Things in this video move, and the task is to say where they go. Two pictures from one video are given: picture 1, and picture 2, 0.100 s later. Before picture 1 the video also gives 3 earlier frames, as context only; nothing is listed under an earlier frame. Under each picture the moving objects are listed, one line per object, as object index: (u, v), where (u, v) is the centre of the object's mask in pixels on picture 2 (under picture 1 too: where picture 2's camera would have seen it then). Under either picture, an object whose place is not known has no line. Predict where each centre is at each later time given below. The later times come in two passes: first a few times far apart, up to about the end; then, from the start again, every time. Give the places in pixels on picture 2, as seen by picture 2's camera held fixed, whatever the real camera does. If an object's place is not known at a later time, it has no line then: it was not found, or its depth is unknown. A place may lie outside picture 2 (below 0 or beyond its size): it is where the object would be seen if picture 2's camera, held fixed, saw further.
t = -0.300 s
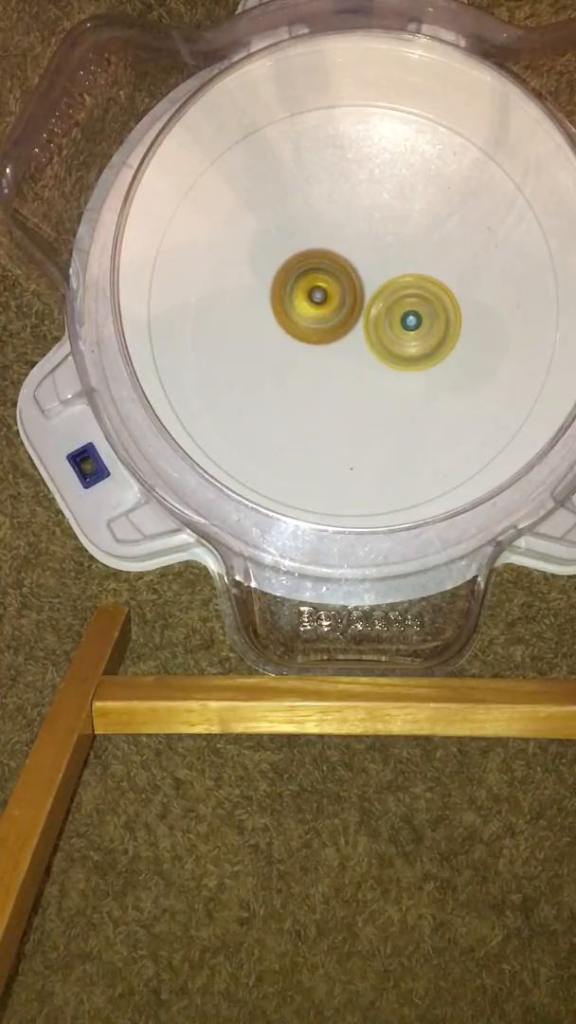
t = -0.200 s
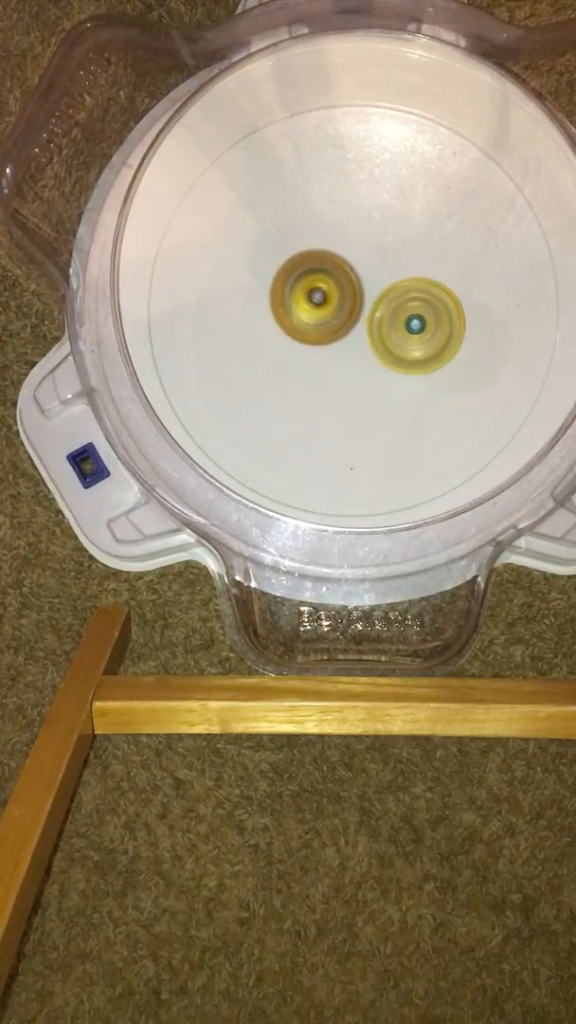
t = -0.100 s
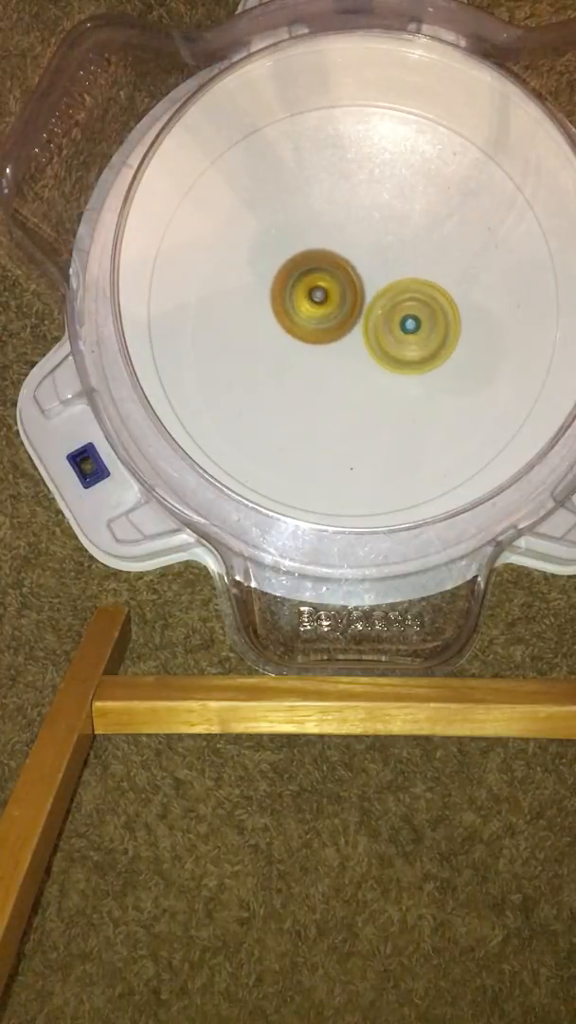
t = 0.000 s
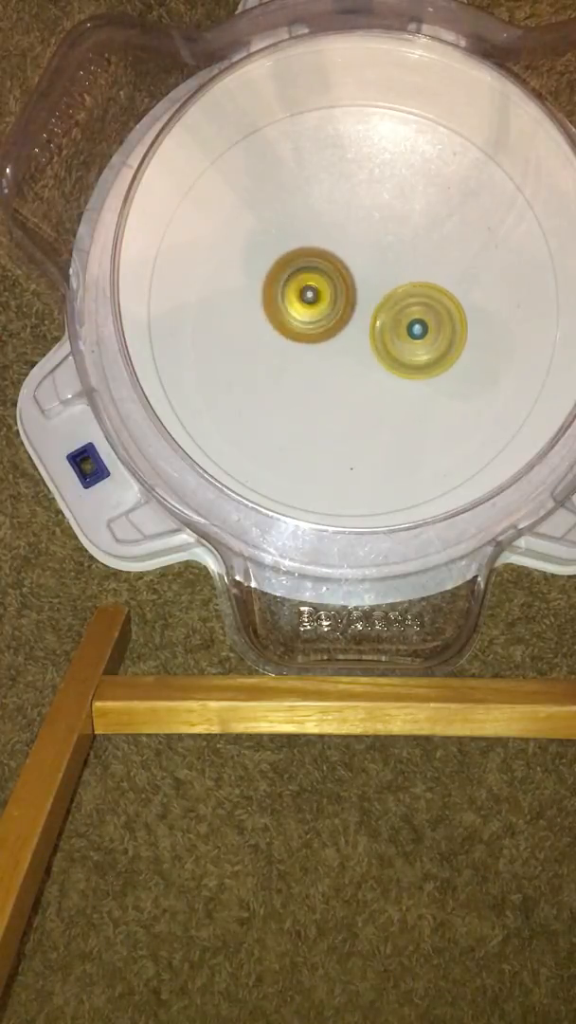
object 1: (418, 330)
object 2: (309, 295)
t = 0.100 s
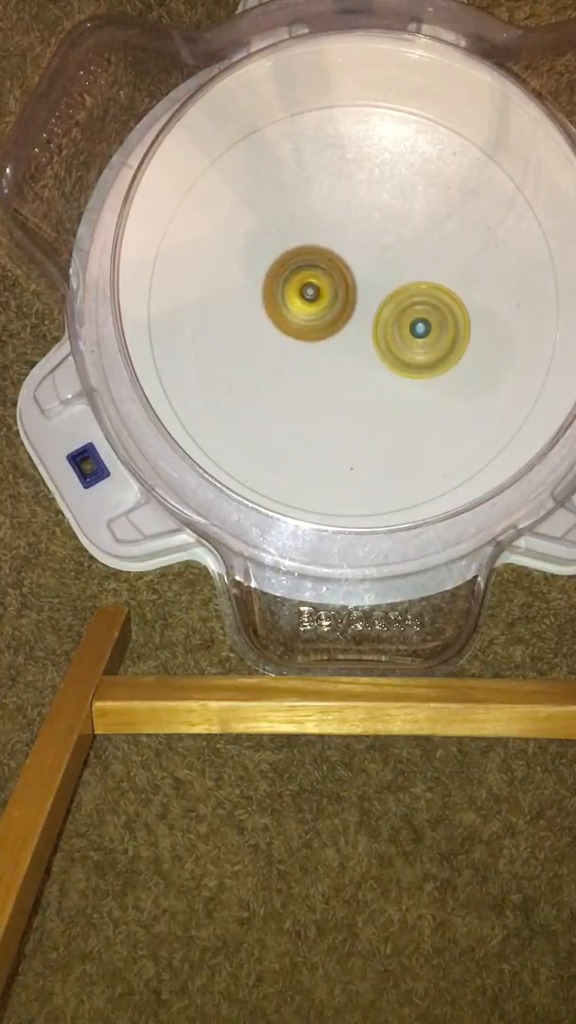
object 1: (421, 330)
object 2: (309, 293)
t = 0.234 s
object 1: (411, 326)
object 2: (312, 292)
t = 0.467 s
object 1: (411, 329)
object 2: (302, 286)
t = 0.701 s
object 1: (394, 326)
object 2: (300, 283)
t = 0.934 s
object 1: (388, 328)
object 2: (303, 279)
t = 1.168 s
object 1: (391, 328)
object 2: (308, 276)
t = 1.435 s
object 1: (395, 327)
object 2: (311, 271)
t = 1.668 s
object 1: (396, 327)
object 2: (317, 267)
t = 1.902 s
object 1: (401, 334)
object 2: (320, 263)
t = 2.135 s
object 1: (393, 334)
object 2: (323, 263)
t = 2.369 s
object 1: (384, 342)
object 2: (328, 261)
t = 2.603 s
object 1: (384, 355)
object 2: (329, 259)
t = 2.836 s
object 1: (378, 352)
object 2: (336, 261)
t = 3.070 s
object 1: (374, 353)
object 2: (341, 258)
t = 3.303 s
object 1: (366, 354)
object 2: (342, 254)
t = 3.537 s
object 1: (360, 353)
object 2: (345, 254)
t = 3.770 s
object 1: (356, 356)
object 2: (347, 253)
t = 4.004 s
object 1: (356, 364)
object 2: (349, 248)
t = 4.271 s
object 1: (362, 363)
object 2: (355, 253)
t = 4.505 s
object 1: (359, 350)
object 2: (354, 249)
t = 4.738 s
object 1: (354, 365)
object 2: (355, 243)
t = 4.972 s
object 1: (359, 373)
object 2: (359, 249)
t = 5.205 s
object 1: (356, 348)
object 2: (367, 254)
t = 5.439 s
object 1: (342, 344)
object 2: (375, 254)
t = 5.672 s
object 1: (320, 376)
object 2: (383, 240)
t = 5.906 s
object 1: (328, 361)
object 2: (385, 250)
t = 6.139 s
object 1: (331, 342)
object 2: (383, 262)
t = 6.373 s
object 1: (334, 335)
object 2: (400, 246)
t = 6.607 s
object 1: (325, 340)
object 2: (406, 248)
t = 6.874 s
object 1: (315, 349)
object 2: (383, 270)
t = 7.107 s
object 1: (305, 352)
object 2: (383, 280)
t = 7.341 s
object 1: (307, 338)
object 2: (389, 298)
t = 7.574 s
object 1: (302, 328)
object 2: (399, 299)
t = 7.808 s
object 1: (312, 312)
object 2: (411, 299)
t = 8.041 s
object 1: (320, 292)
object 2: (417, 308)
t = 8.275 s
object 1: (324, 276)
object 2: (398, 335)
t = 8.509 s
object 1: (333, 272)
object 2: (376, 354)
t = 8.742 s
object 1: (348, 277)
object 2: (370, 375)
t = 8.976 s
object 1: (353, 268)
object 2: (368, 370)
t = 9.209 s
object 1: (350, 271)
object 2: (365, 368)
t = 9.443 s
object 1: (349, 275)
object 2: (360, 370)
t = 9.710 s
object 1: (343, 279)
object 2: (359, 363)
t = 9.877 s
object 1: (338, 279)
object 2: (362, 361)
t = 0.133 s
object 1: (420, 329)
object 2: (310, 292)
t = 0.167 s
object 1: (417, 328)
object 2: (310, 292)
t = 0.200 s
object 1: (414, 327)
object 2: (311, 292)
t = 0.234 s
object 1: (411, 326)
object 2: (312, 292)
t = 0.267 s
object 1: (406, 325)
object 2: (314, 292)
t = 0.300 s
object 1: (405, 327)
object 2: (310, 291)
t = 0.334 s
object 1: (409, 329)
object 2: (303, 289)
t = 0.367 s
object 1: (411, 329)
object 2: (302, 289)
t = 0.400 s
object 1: (412, 329)
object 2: (302, 288)
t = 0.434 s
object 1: (412, 330)
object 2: (302, 287)
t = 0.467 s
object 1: (411, 329)
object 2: (302, 286)
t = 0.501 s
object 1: (409, 329)
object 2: (302, 286)
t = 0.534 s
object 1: (407, 328)
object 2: (302, 285)
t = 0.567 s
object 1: (405, 327)
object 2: (303, 285)
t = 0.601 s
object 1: (401, 325)
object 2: (304, 284)
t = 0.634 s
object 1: (396, 324)
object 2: (306, 284)
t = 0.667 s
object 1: (394, 325)
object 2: (305, 284)
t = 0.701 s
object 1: (394, 326)
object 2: (300, 283)
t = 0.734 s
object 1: (395, 327)
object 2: (300, 283)
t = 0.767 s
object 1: (395, 327)
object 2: (301, 282)
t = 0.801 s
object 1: (394, 327)
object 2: (301, 280)
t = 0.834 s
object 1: (394, 327)
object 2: (301, 280)
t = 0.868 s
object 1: (392, 327)
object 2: (303, 280)
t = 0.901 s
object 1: (389, 327)
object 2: (304, 279)
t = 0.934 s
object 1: (388, 328)
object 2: (303, 279)
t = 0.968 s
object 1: (388, 328)
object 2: (303, 279)
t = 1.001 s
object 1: (388, 329)
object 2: (304, 278)
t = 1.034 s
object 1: (388, 329)
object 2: (305, 277)
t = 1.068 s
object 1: (388, 329)
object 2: (305, 277)
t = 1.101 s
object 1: (389, 329)
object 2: (307, 277)
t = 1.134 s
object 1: (390, 329)
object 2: (306, 276)
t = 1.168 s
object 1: (391, 328)
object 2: (308, 276)
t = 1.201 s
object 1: (392, 328)
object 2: (308, 275)
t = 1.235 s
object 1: (393, 329)
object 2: (307, 275)
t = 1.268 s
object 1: (395, 329)
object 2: (309, 275)
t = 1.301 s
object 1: (396, 329)
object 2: (310, 274)
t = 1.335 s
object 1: (396, 328)
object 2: (311, 273)
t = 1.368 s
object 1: (395, 327)
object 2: (313, 274)
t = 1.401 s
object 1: (395, 326)
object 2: (313, 273)
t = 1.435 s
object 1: (395, 327)
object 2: (311, 271)
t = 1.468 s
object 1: (396, 327)
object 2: (312, 271)
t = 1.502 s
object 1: (395, 327)
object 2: (314, 270)
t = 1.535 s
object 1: (396, 326)
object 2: (315, 269)
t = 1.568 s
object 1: (394, 325)
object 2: (316, 269)
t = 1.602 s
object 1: (395, 327)
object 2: (315, 268)
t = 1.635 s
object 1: (396, 327)
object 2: (316, 268)
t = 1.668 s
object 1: (396, 327)
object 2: (317, 267)
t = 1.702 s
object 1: (396, 327)
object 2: (318, 266)
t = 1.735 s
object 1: (396, 327)
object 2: (319, 266)
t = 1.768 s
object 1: (395, 327)
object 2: (320, 266)
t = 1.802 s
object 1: (398, 330)
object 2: (317, 264)
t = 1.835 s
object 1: (400, 331)
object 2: (317, 265)
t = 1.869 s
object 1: (400, 332)
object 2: (319, 264)
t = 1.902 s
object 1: (401, 334)
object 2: (320, 263)
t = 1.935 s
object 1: (401, 334)
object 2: (320, 263)
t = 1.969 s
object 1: (400, 333)
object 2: (321, 263)
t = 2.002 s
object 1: (398, 334)
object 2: (323, 263)
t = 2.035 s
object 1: (396, 333)
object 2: (324, 264)
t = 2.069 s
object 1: (394, 332)
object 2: (325, 264)
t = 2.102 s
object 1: (393, 334)
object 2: (323, 262)
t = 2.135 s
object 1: (393, 334)
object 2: (323, 263)
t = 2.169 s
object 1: (391, 335)
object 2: (325, 263)
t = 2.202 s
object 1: (391, 336)
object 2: (325, 261)
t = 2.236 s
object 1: (390, 338)
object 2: (324, 261)
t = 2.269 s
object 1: (390, 339)
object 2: (326, 263)
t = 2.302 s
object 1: (389, 340)
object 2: (327, 262)
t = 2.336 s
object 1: (386, 340)
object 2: (327, 261)
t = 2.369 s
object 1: (384, 342)
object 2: (328, 261)
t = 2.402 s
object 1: (383, 343)
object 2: (327, 261)
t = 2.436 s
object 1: (382, 344)
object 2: (328, 262)
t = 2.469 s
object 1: (382, 347)
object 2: (327, 260)
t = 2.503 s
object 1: (383, 350)
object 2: (326, 260)
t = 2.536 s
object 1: (384, 353)
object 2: (328, 260)
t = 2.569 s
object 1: (384, 354)
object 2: (329, 259)
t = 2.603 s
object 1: (384, 355)
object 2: (329, 259)
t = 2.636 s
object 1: (385, 356)
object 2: (330, 260)
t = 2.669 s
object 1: (384, 356)
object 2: (331, 260)
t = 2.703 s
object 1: (383, 355)
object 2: (333, 261)
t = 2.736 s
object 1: (382, 354)
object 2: (334, 261)
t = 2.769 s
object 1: (380, 352)
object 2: (335, 262)
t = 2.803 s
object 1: (378, 350)
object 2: (337, 262)
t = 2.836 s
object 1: (378, 352)
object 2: (336, 261)
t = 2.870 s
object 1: (377, 351)
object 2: (337, 262)
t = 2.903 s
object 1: (376, 354)
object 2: (338, 260)
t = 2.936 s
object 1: (376, 354)
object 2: (337, 260)
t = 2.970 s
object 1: (376, 355)
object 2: (338, 260)
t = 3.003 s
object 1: (376, 355)
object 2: (341, 259)
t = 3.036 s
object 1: (374, 355)
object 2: (341, 258)
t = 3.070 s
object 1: (374, 353)
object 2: (341, 258)
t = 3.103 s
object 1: (372, 354)
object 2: (341, 257)
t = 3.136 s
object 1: (372, 354)
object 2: (341, 257)
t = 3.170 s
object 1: (371, 354)
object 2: (342, 258)
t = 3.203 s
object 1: (370, 353)
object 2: (344, 257)
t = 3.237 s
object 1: (369, 352)
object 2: (344, 256)
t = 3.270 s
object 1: (367, 352)
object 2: (343, 257)
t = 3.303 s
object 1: (366, 354)
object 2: (342, 254)
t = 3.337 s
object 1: (366, 355)
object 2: (341, 254)
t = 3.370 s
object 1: (365, 356)
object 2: (342, 255)
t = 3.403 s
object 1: (365, 357)
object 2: (343, 253)
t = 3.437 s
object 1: (363, 356)
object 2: (343, 253)
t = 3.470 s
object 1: (363, 356)
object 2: (344, 254)
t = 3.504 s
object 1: (362, 354)
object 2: (345, 255)
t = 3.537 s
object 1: (360, 353)
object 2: (345, 254)
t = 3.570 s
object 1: (359, 353)
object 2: (344, 253)
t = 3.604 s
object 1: (358, 353)
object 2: (344, 254)
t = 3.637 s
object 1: (357, 354)
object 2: (345, 254)
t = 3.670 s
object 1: (357, 354)
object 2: (345, 253)
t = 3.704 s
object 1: (356, 354)
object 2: (346, 255)
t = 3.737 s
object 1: (356, 355)
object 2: (347, 256)
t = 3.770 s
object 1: (356, 356)
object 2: (347, 253)
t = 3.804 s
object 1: (356, 355)
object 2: (346, 255)
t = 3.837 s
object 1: (355, 355)
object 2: (348, 256)
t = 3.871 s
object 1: (356, 356)
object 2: (349, 254)
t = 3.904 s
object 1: (355, 354)
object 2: (348, 254)
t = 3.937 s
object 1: (356, 355)
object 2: (350, 256)
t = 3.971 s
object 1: (355, 360)
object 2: (350, 251)
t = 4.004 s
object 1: (356, 364)
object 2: (349, 248)
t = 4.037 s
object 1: (357, 367)
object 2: (350, 249)
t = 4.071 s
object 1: (358, 369)
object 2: (351, 250)
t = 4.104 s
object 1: (359, 370)
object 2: (352, 249)
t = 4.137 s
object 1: (360, 371)
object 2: (352, 249)
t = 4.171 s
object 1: (361, 370)
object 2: (353, 250)
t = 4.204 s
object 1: (361, 369)
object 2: (353, 251)
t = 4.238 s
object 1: (362, 366)
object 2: (354, 252)
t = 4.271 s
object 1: (362, 363)
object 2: (355, 253)
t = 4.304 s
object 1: (362, 360)
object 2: (356, 254)
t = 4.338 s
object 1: (362, 355)
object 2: (357, 256)
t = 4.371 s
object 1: (361, 352)
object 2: (357, 255)
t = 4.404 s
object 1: (361, 351)
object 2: (355, 252)
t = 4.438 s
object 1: (360, 348)
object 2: (354, 251)
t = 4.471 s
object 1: (359, 350)
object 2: (354, 249)
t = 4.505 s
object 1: (359, 350)
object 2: (354, 249)
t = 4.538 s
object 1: (357, 350)
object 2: (355, 250)
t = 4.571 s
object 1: (357, 349)
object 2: (357, 249)
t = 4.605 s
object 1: (356, 348)
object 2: (358, 249)
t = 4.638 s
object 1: (355, 347)
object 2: (358, 248)
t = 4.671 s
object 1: (353, 354)
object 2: (357, 244)
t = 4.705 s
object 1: (353, 360)
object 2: (355, 241)
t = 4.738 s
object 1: (354, 365)
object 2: (355, 243)
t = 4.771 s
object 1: (354, 368)
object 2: (356, 244)
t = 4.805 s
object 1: (355, 372)
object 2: (357, 243)
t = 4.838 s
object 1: (355, 373)
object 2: (357, 244)
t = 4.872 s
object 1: (356, 376)
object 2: (357, 245)
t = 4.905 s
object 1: (357, 375)
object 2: (358, 247)
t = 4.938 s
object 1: (357, 375)
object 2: (358, 248)
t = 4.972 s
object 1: (359, 373)
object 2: (359, 249)
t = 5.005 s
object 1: (359, 370)
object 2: (359, 251)
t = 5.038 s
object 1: (359, 367)
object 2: (360, 253)
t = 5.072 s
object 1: (360, 362)
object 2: (362, 255)
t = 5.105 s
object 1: (359, 357)
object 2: (362, 257)
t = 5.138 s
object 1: (360, 351)
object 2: (364, 259)
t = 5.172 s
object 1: (358, 349)
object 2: (365, 258)
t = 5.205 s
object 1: (356, 348)
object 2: (367, 254)
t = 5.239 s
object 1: (355, 346)
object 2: (369, 255)
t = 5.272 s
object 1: (352, 346)
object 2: (369, 255)
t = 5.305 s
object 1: (350, 346)
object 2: (372, 256)
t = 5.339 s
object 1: (348, 346)
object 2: (373, 257)
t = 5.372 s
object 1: (346, 345)
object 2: (375, 256)
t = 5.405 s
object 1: (343, 345)
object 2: (376, 256)
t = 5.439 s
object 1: (342, 344)
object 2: (375, 254)
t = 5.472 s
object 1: (335, 351)
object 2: (377, 250)
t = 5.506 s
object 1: (331, 360)
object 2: (379, 243)
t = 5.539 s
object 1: (327, 363)
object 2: (381, 240)
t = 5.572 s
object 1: (326, 369)
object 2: (381, 238)
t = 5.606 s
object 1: (323, 371)
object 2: (382, 238)
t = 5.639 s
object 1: (323, 375)
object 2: (382, 238)
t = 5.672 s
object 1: (320, 376)
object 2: (383, 240)
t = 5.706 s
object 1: (321, 378)
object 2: (384, 240)
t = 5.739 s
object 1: (320, 376)
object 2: (385, 241)
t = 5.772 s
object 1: (322, 376)
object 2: (385, 242)
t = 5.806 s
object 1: (321, 372)
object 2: (386, 243)
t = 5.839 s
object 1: (324, 370)
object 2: (386, 245)
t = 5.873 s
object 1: (325, 364)
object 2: (386, 247)
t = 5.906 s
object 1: (328, 361)
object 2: (385, 250)
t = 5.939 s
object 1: (330, 354)
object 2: (384, 254)
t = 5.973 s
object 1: (333, 349)
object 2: (381, 261)
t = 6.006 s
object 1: (331, 349)
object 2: (382, 261)
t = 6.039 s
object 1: (329, 350)
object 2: (382, 260)
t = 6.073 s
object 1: (330, 346)
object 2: (381, 261)
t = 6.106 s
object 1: (331, 346)
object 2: (382, 264)
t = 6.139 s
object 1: (331, 342)
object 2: (383, 262)
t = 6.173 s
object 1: (333, 341)
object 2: (383, 262)
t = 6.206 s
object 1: (333, 339)
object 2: (382, 261)
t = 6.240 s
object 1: (334, 338)
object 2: (383, 258)
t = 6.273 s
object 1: (333, 336)
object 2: (386, 254)
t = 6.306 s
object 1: (333, 336)
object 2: (392, 250)
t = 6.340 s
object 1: (332, 336)
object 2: (397, 248)
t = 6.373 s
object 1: (334, 335)
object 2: (400, 246)
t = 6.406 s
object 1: (333, 335)
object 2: (402, 246)
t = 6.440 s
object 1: (335, 332)
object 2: (403, 245)
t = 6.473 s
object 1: (335, 331)
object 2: (402, 246)
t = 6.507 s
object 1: (337, 327)
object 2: (401, 250)
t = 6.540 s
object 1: (334, 331)
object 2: (404, 250)
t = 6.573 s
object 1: (330, 336)
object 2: (407, 249)
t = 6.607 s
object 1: (325, 340)
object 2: (406, 248)
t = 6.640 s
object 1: (324, 341)
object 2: (404, 251)
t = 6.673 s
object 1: (323, 345)
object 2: (403, 255)
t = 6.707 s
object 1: (320, 345)
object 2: (402, 257)
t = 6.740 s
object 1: (322, 347)
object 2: (400, 261)
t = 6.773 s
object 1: (319, 347)
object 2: (395, 263)
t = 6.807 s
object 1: (322, 345)
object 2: (390, 268)
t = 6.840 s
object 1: (321, 347)
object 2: (384, 271)
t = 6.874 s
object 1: (315, 349)
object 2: (383, 270)
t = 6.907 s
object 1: (312, 352)
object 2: (384, 266)
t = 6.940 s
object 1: (309, 354)
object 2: (380, 264)
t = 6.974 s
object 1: (308, 355)
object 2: (376, 268)
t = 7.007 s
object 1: (305, 356)
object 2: (377, 273)
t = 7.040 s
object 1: (305, 354)
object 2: (380, 277)
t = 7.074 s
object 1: (306, 355)
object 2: (382, 280)
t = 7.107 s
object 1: (305, 352)
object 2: (383, 280)
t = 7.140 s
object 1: (308, 349)
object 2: (382, 282)
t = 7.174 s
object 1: (309, 347)
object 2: (383, 285)
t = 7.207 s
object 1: (311, 343)
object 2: (383, 288)
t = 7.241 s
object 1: (310, 342)
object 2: (384, 291)
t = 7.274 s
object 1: (310, 339)
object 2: (386, 293)
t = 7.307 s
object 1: (309, 339)
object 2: (388, 295)
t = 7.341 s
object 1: (307, 338)
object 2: (389, 298)
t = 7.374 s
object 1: (305, 337)
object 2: (391, 299)
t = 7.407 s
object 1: (304, 337)
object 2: (391, 300)
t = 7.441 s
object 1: (303, 335)
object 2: (392, 301)
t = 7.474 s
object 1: (304, 333)
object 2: (393, 302)
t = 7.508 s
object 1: (304, 332)
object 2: (392, 302)
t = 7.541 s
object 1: (304, 330)
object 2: (392, 302)
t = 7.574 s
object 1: (302, 328)
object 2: (399, 299)
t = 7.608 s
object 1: (302, 325)
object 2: (405, 298)
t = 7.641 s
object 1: (302, 324)
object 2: (410, 298)
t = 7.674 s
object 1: (302, 323)
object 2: (413, 297)
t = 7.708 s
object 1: (303, 319)
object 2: (414, 296)
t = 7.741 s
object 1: (307, 317)
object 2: (414, 297)
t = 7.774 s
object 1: (309, 316)
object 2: (413, 297)
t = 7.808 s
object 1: (312, 312)
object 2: (411, 299)
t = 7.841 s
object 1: (316, 309)
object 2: (410, 301)
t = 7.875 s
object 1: (314, 305)
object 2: (413, 303)
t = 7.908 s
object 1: (315, 301)
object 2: (416, 306)
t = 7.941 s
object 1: (316, 300)
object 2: (419, 306)
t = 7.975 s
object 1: (316, 300)
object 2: (419, 306)
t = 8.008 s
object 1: (316, 296)
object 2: (418, 306)
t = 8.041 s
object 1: (320, 292)
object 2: (417, 308)
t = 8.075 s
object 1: (323, 293)
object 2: (414, 310)
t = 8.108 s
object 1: (322, 292)
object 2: (411, 313)
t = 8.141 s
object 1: (323, 287)
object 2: (408, 316)
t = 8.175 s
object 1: (324, 284)
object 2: (406, 321)
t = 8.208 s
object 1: (324, 281)
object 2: (404, 326)
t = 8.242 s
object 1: (324, 278)
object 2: (401, 331)
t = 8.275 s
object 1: (324, 276)
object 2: (398, 335)
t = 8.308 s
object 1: (323, 275)
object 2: (394, 338)
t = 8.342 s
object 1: (323, 273)
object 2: (391, 341)
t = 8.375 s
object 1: (325, 271)
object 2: (387, 345)
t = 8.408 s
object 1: (327, 270)
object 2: (383, 348)
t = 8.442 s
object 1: (329, 271)
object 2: (380, 350)
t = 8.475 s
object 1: (331, 272)
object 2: (379, 352)
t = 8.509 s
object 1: (333, 272)
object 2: (376, 354)
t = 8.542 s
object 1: (335, 274)
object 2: (375, 356)
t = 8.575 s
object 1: (337, 275)
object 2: (374, 357)
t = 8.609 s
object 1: (340, 274)
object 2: (373, 358)
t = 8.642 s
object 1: (344, 273)
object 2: (373, 364)
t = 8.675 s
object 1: (347, 274)
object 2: (371, 370)
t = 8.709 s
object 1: (349, 275)
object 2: (370, 373)
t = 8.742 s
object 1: (348, 277)
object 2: (370, 375)
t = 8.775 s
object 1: (347, 278)
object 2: (370, 375)
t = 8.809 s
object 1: (346, 278)
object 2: (370, 373)
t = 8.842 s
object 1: (346, 277)
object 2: (369, 370)
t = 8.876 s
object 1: (347, 277)
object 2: (368, 368)
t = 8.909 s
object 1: (350, 276)
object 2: (366, 366)
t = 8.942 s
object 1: (351, 273)
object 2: (367, 367)
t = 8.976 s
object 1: (353, 268)
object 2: (368, 370)
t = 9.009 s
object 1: (354, 265)
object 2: (369, 370)
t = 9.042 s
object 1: (356, 265)
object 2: (370, 370)
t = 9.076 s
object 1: (356, 267)
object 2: (369, 369)
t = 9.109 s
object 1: (356, 269)
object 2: (368, 368)
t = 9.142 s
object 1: (354, 270)
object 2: (367, 369)
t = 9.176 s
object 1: (352, 271)
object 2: (366, 368)
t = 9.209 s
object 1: (350, 271)
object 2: (365, 368)
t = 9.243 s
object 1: (350, 272)
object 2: (363, 368)
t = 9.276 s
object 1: (349, 272)
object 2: (362, 367)
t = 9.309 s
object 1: (349, 274)
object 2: (362, 367)
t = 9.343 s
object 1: (348, 276)
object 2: (362, 368)
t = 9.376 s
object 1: (348, 278)
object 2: (362, 368)
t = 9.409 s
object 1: (348, 277)
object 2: (361, 370)
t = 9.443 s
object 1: (349, 275)
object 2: (360, 370)
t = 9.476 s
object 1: (349, 274)
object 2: (360, 369)
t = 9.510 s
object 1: (350, 274)
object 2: (359, 368)
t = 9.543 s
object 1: (349, 274)
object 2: (358, 367)
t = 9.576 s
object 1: (347, 276)
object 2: (356, 366)
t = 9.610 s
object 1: (346, 277)
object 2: (356, 366)
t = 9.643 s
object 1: (345, 277)
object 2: (358, 366)
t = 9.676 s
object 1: (344, 278)
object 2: (359, 365)
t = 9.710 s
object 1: (343, 279)
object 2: (359, 363)
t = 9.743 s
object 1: (341, 278)
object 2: (361, 362)
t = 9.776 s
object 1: (340, 279)
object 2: (361, 361)
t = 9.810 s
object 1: (339, 279)
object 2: (362, 361)
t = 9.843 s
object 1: (338, 279)
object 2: (362, 361)
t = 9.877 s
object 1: (338, 279)
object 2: (362, 361)
